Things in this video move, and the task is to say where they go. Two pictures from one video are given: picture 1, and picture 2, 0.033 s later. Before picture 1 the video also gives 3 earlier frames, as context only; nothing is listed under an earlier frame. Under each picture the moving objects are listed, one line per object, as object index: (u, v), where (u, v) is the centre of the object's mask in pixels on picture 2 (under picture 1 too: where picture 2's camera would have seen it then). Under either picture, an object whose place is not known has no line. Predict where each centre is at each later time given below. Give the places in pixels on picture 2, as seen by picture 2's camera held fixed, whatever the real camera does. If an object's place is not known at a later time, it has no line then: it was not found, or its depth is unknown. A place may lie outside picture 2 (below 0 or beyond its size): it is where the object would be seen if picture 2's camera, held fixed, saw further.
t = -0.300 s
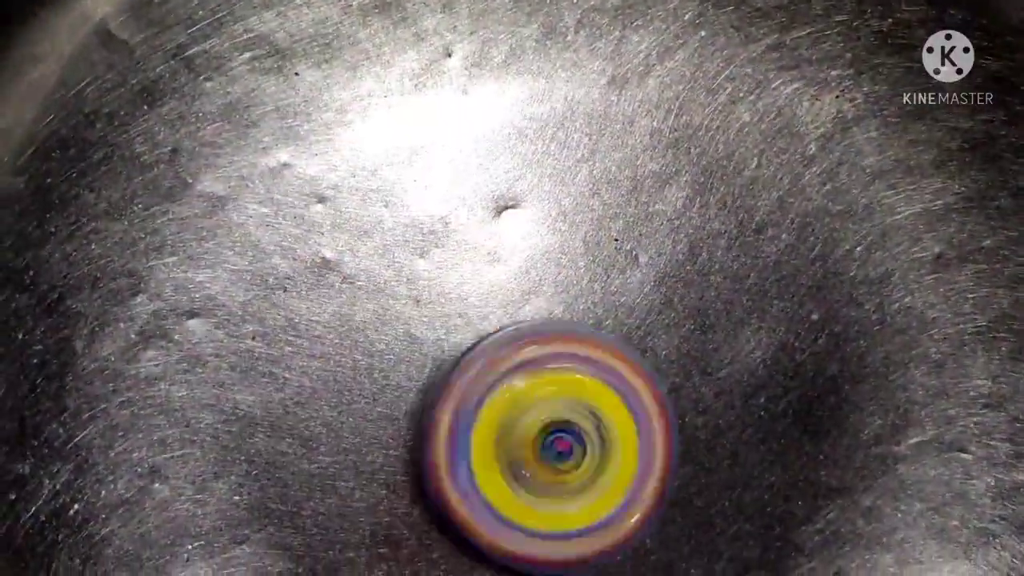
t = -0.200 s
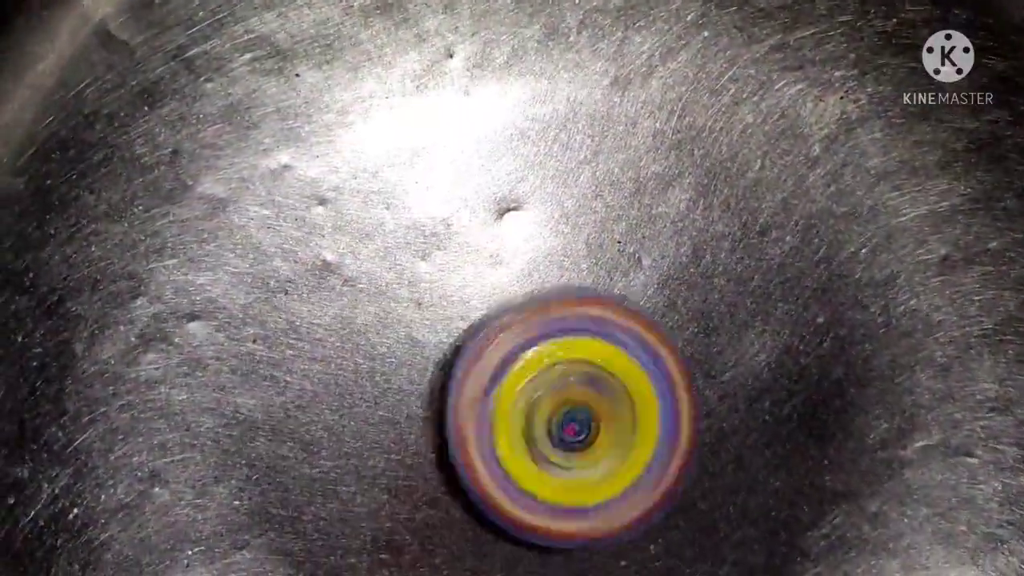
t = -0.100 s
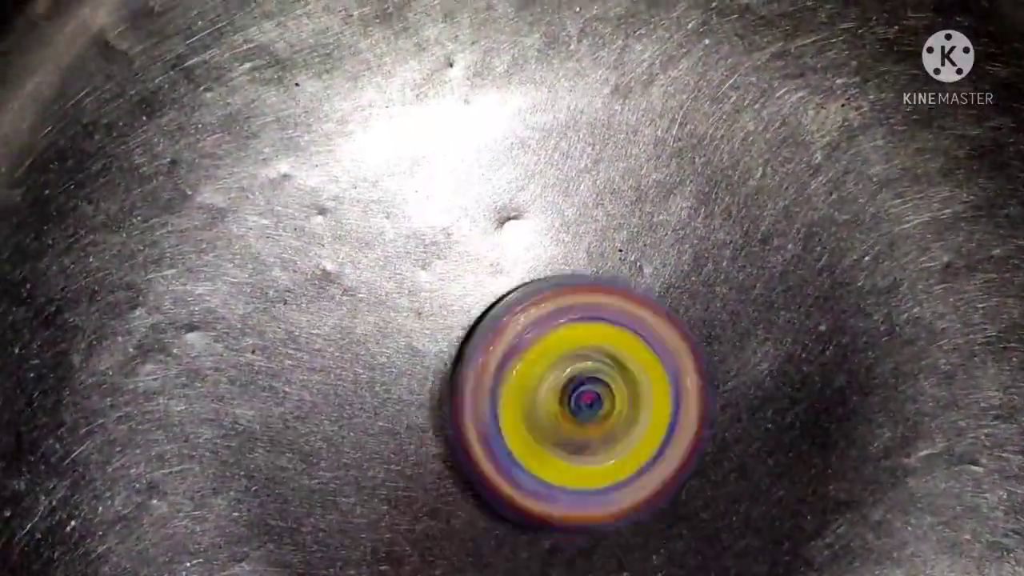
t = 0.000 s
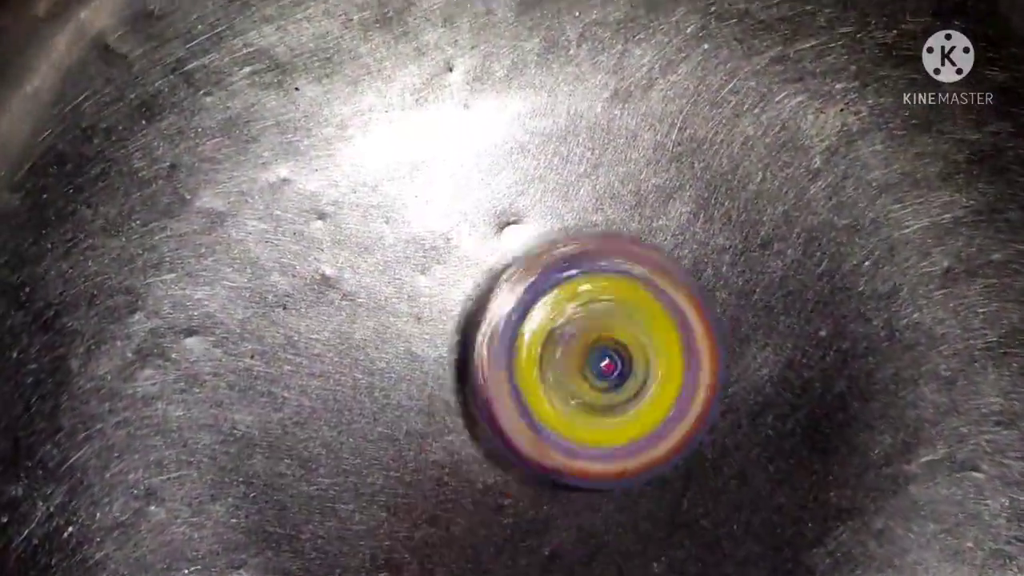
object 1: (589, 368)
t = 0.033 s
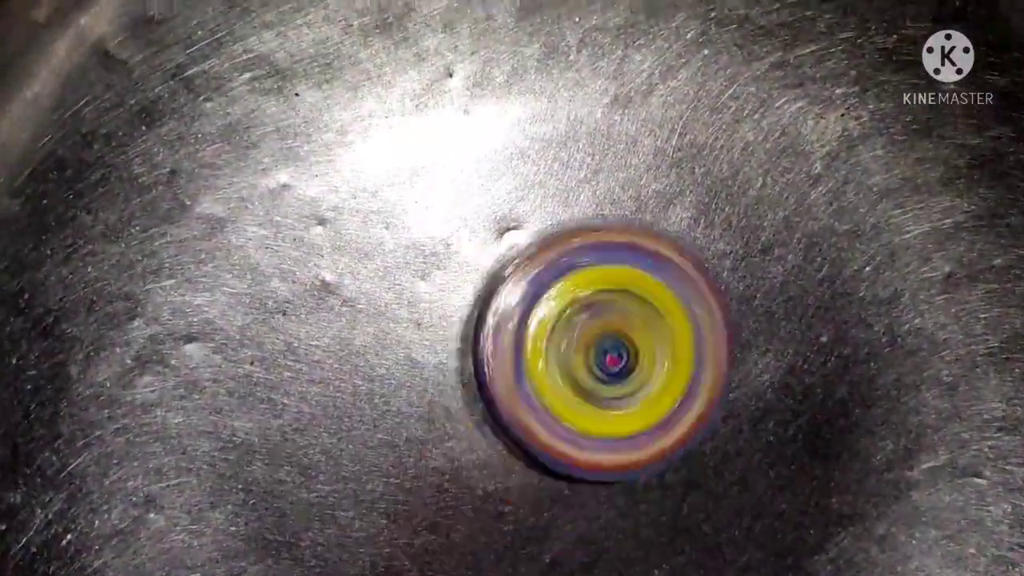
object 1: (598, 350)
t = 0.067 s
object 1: (608, 335)
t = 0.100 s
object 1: (615, 322)
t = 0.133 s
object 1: (620, 307)
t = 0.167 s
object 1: (622, 292)
